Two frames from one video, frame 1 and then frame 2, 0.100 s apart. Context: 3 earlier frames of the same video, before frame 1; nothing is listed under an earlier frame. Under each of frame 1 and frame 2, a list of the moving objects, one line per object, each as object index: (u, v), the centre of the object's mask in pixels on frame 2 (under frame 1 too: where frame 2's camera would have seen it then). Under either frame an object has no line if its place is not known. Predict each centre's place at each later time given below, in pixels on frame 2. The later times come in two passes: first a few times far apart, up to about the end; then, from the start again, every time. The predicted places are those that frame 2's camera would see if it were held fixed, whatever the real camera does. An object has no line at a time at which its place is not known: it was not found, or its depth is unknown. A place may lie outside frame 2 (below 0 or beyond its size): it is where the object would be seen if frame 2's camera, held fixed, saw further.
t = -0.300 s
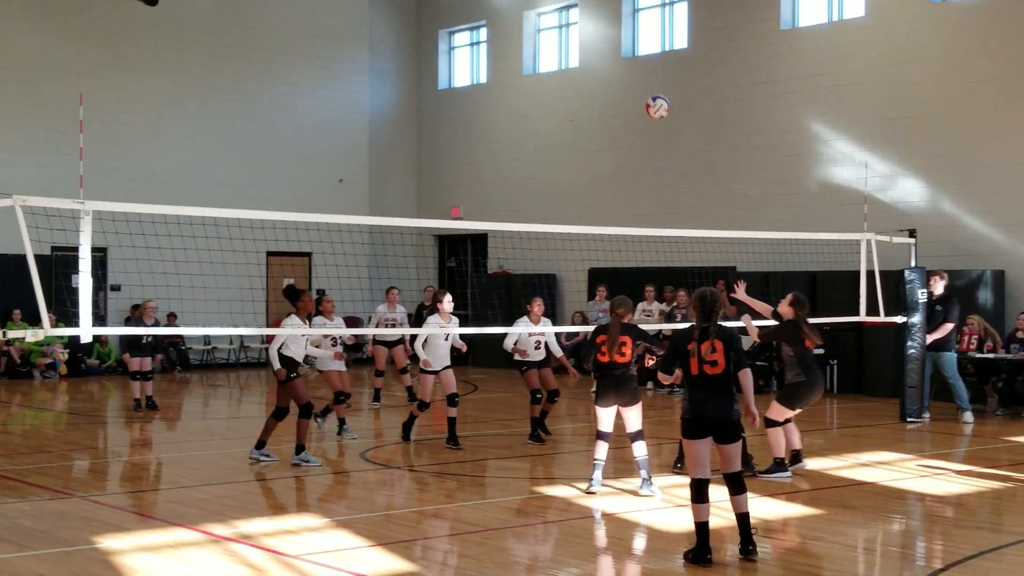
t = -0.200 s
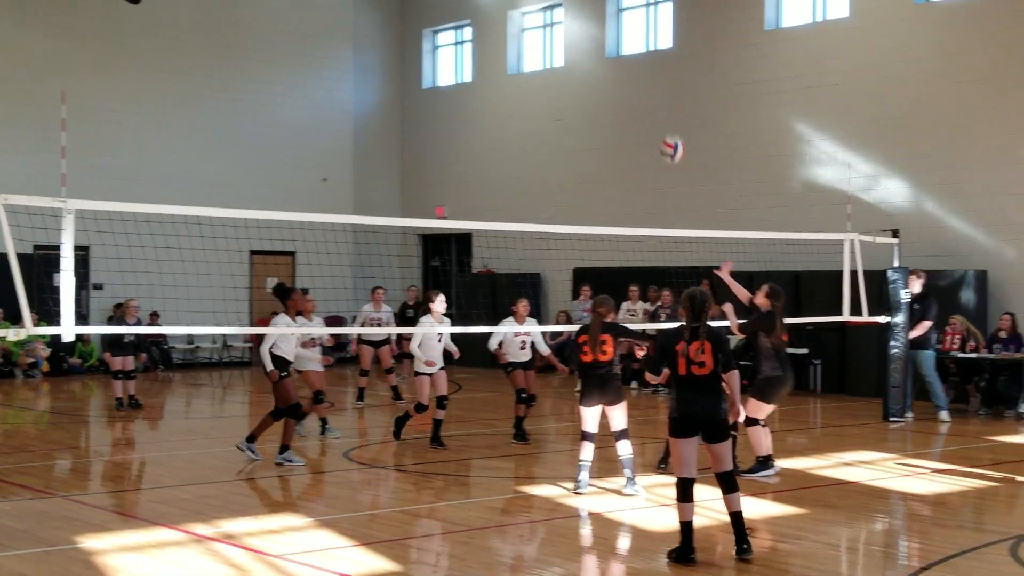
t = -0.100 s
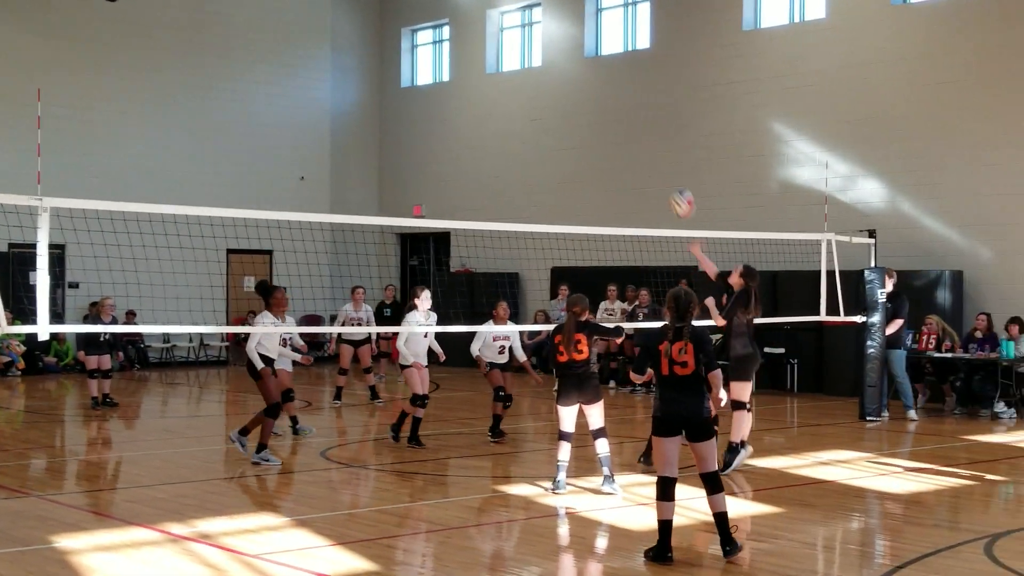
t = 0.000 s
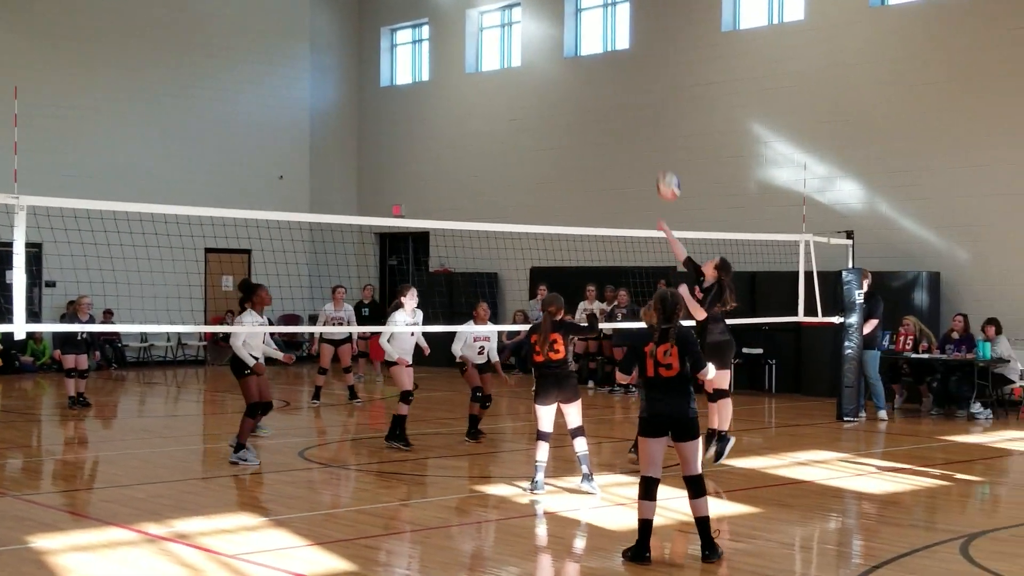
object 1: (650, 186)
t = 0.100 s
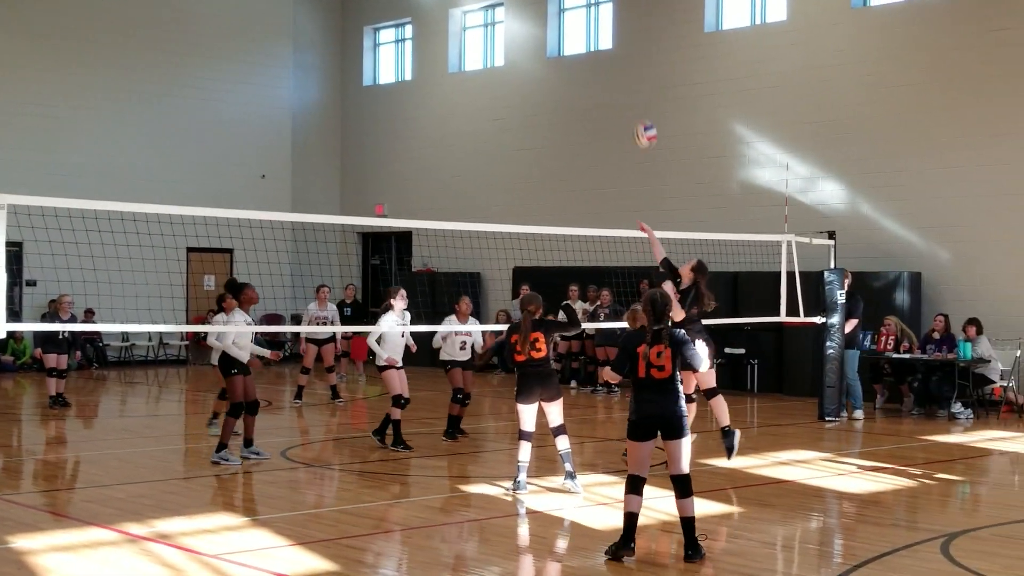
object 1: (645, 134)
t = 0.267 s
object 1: (632, 76)
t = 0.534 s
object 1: (616, 49)
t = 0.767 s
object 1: (603, 86)
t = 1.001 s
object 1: (590, 175)
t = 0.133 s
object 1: (643, 120)
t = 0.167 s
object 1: (640, 107)
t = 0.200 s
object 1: (637, 95)
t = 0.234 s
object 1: (635, 84)
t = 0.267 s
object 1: (632, 76)
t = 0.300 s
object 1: (630, 69)
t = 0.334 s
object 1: (628, 62)
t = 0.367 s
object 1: (627, 56)
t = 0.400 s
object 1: (625, 53)
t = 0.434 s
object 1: (623, 50)
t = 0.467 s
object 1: (621, 48)
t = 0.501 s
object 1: (619, 48)
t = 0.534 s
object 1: (616, 49)
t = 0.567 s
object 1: (615, 51)
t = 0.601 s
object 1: (613, 54)
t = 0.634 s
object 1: (610, 59)
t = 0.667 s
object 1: (609, 63)
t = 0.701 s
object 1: (607, 70)
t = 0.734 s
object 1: (605, 77)
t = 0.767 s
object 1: (603, 86)
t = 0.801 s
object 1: (601, 96)
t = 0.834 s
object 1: (599, 107)
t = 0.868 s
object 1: (598, 118)
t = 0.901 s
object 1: (595, 132)
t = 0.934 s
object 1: (594, 144)
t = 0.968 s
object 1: (592, 159)
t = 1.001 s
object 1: (590, 175)
